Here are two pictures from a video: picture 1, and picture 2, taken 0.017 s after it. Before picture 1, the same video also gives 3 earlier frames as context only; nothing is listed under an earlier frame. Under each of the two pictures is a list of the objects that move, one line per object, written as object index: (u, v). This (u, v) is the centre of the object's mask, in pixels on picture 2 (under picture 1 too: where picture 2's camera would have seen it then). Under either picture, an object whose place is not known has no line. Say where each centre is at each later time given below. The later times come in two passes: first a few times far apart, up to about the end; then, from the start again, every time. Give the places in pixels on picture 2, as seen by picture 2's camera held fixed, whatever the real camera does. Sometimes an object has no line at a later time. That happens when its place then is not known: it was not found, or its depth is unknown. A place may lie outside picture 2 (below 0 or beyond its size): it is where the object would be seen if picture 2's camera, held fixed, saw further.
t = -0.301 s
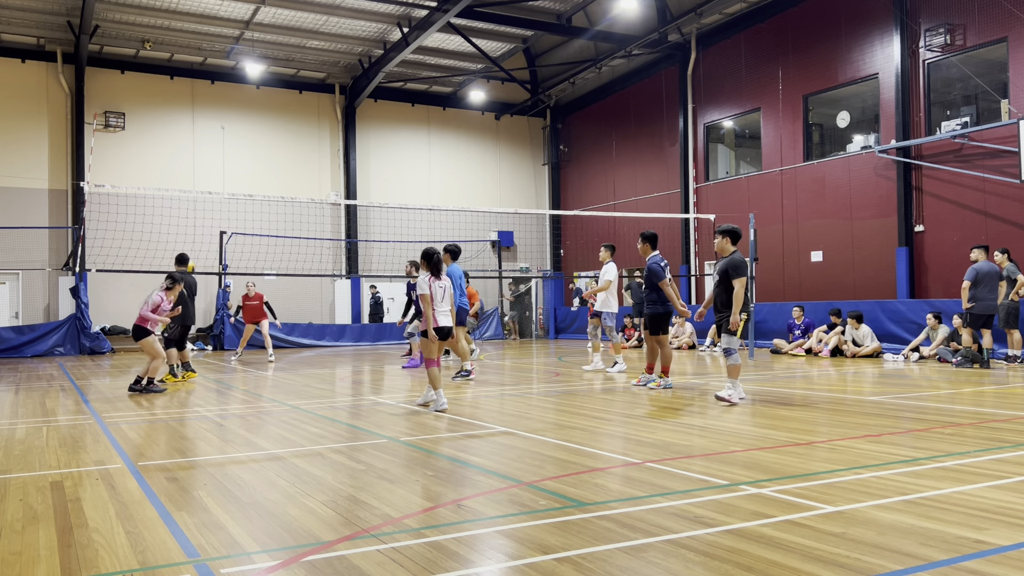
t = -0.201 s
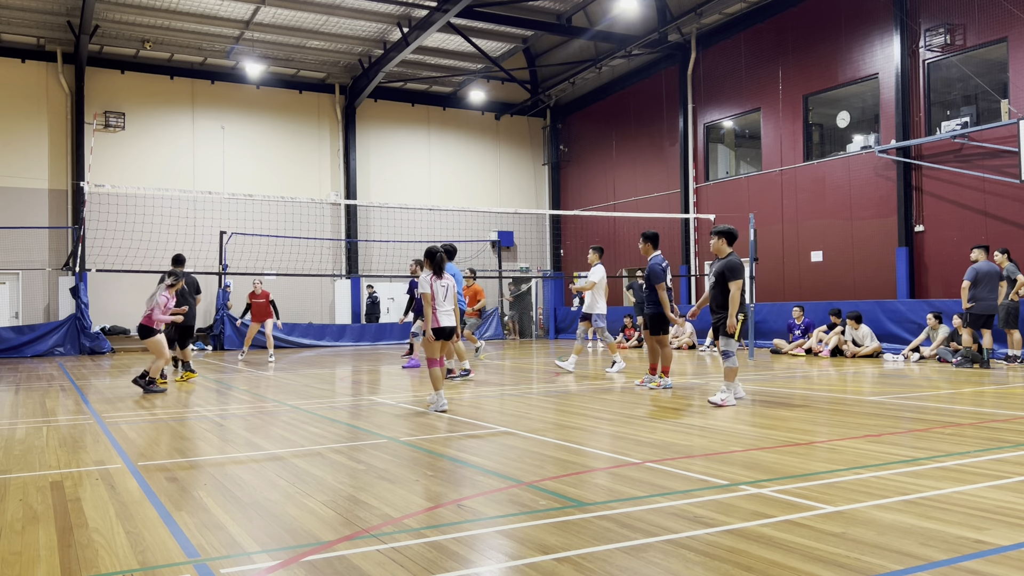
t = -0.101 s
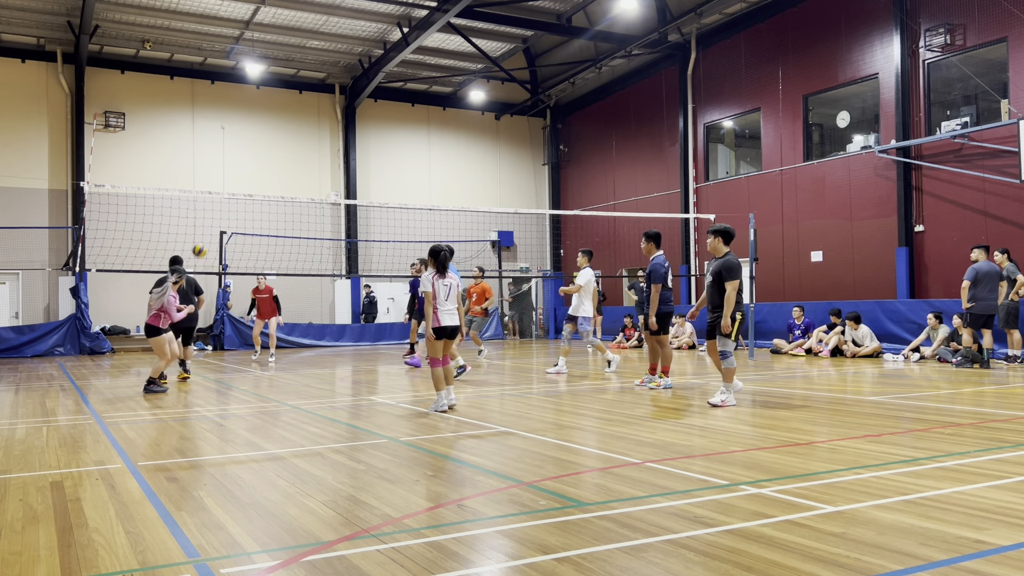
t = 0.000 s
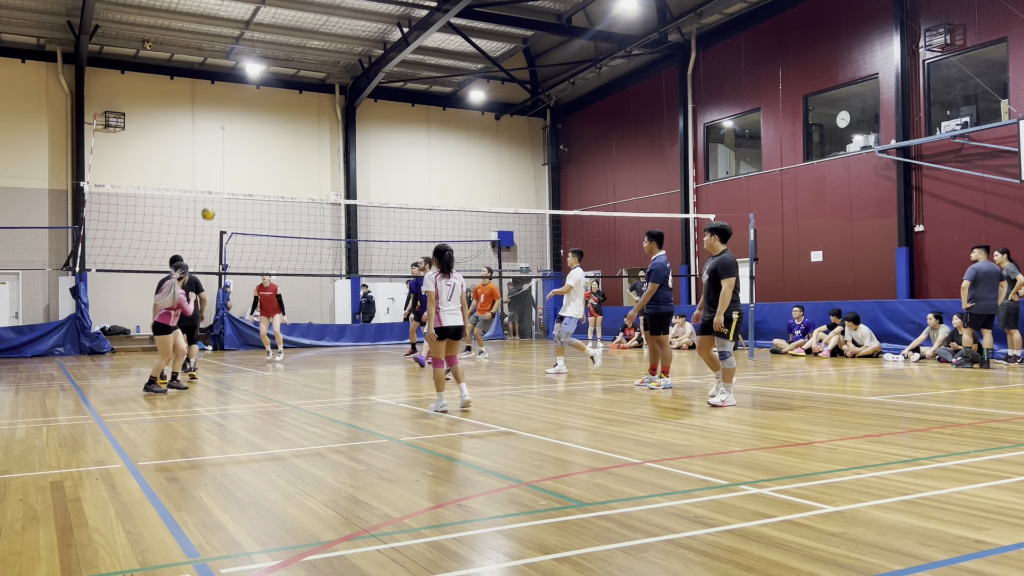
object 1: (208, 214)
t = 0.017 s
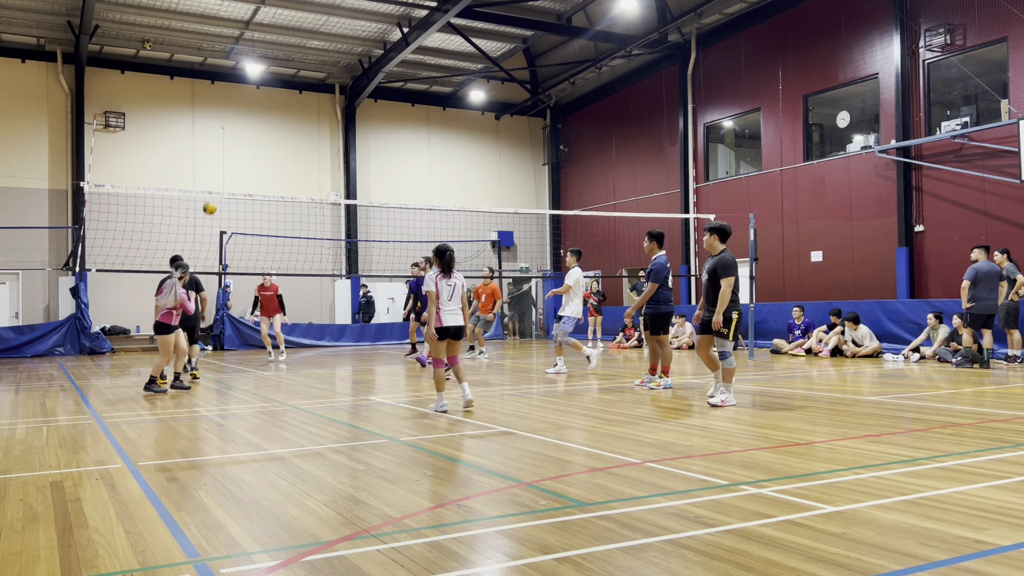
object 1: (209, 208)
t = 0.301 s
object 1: (233, 145)
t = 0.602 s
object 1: (257, 135)
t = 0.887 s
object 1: (279, 171)
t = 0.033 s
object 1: (211, 203)
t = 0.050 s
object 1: (212, 199)
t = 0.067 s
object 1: (213, 194)
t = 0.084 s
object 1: (215, 187)
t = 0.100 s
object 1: (217, 184)
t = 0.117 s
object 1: (218, 180)
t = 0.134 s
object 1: (220, 175)
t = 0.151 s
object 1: (221, 172)
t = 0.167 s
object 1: (222, 168)
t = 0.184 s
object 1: (224, 165)
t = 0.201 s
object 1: (225, 161)
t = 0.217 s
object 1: (226, 158)
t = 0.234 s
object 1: (228, 156)
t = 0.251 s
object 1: (229, 152)
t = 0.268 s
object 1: (231, 150)
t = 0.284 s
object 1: (232, 148)
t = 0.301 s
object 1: (233, 145)
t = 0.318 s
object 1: (235, 143)
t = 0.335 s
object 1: (236, 142)
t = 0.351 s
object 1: (237, 140)
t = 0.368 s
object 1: (239, 139)
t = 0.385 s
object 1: (240, 137)
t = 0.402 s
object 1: (241, 136)
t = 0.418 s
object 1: (243, 135)
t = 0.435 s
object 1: (244, 134)
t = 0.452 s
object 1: (245, 133)
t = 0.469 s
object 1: (247, 133)
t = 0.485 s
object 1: (248, 133)
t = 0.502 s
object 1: (250, 132)
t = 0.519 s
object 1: (251, 133)
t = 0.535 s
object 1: (252, 133)
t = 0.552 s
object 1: (253, 133)
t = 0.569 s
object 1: (254, 134)
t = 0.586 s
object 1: (256, 134)
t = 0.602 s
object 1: (257, 135)
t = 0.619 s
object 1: (259, 136)
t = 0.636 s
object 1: (260, 137)
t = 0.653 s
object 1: (261, 138)
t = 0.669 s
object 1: (262, 140)
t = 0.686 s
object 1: (264, 141)
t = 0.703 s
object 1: (265, 143)
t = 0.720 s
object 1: (266, 145)
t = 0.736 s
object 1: (267, 147)
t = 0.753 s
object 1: (268, 149)
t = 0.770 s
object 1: (270, 151)
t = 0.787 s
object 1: (271, 154)
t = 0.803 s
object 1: (272, 156)
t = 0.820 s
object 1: (274, 159)
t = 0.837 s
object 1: (274, 162)
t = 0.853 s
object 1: (276, 165)
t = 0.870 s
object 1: (277, 168)
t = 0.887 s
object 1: (279, 171)
